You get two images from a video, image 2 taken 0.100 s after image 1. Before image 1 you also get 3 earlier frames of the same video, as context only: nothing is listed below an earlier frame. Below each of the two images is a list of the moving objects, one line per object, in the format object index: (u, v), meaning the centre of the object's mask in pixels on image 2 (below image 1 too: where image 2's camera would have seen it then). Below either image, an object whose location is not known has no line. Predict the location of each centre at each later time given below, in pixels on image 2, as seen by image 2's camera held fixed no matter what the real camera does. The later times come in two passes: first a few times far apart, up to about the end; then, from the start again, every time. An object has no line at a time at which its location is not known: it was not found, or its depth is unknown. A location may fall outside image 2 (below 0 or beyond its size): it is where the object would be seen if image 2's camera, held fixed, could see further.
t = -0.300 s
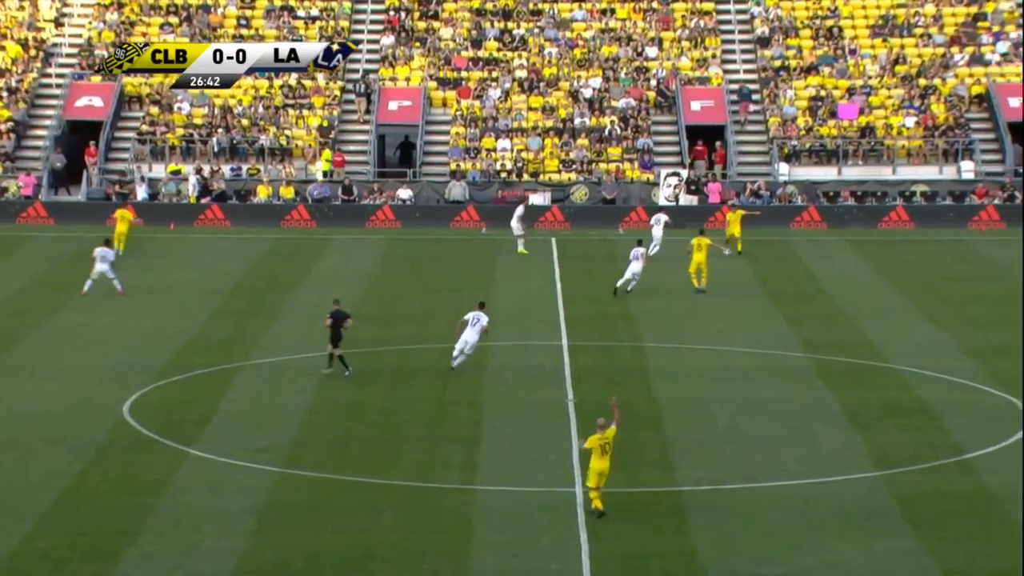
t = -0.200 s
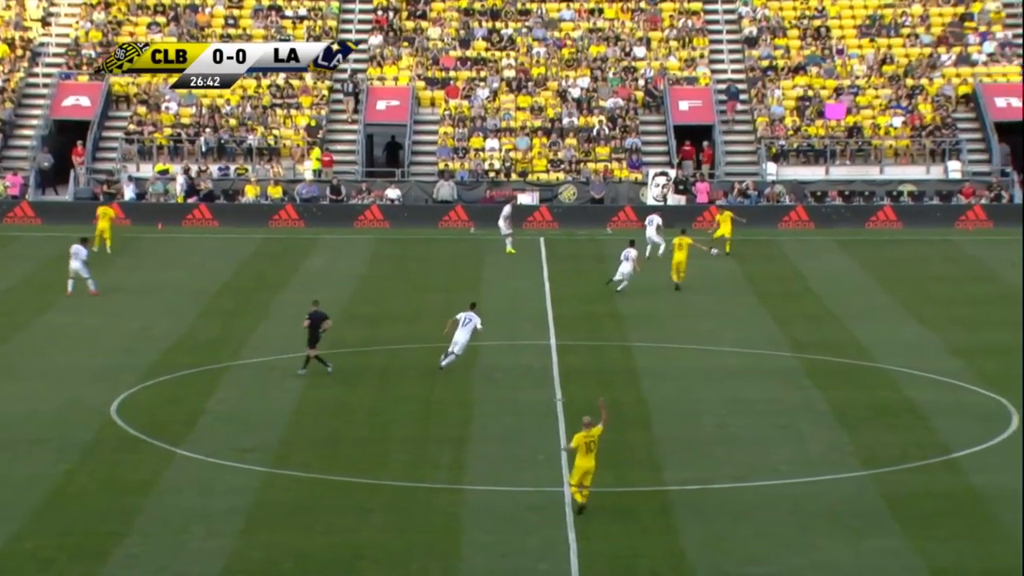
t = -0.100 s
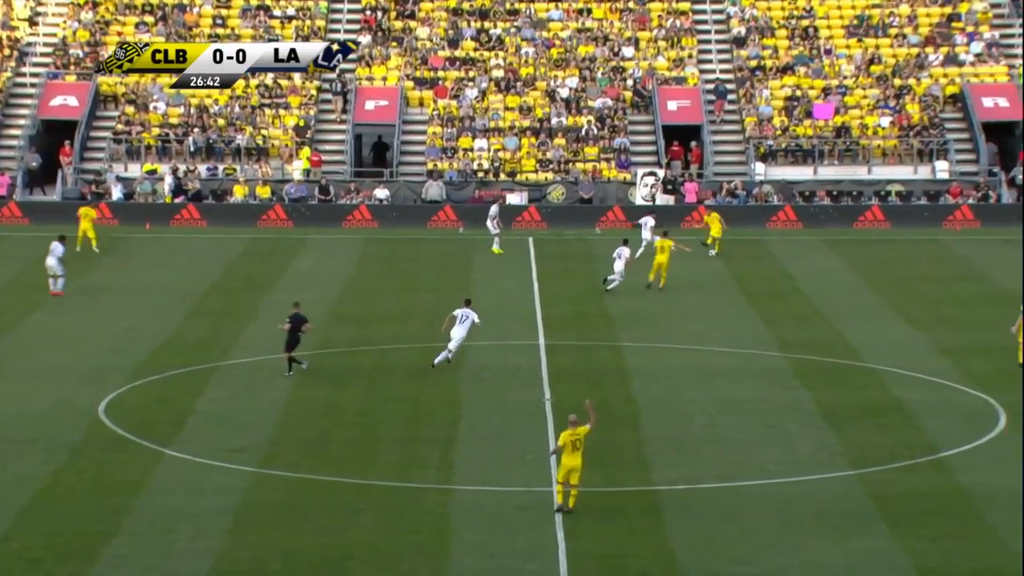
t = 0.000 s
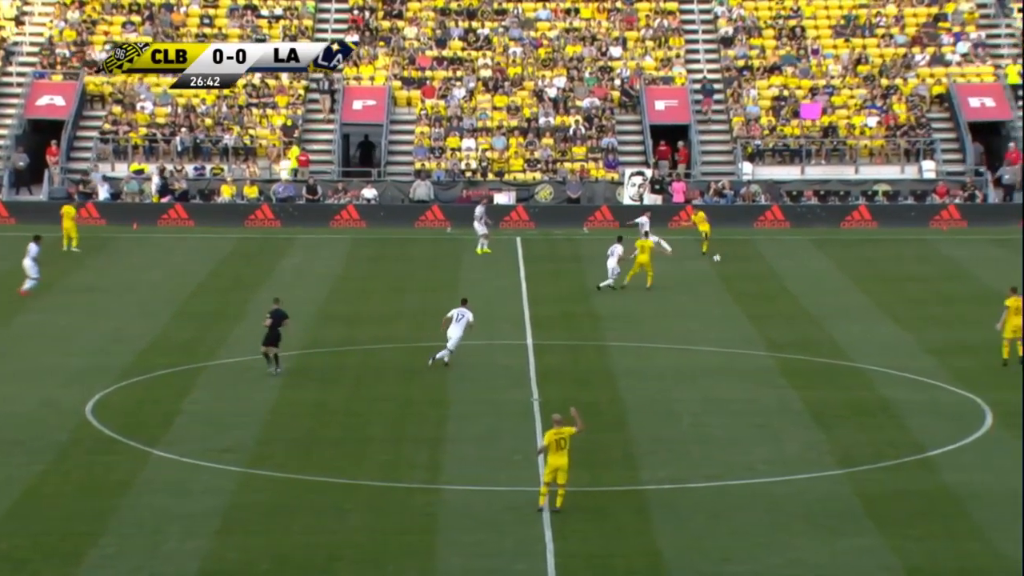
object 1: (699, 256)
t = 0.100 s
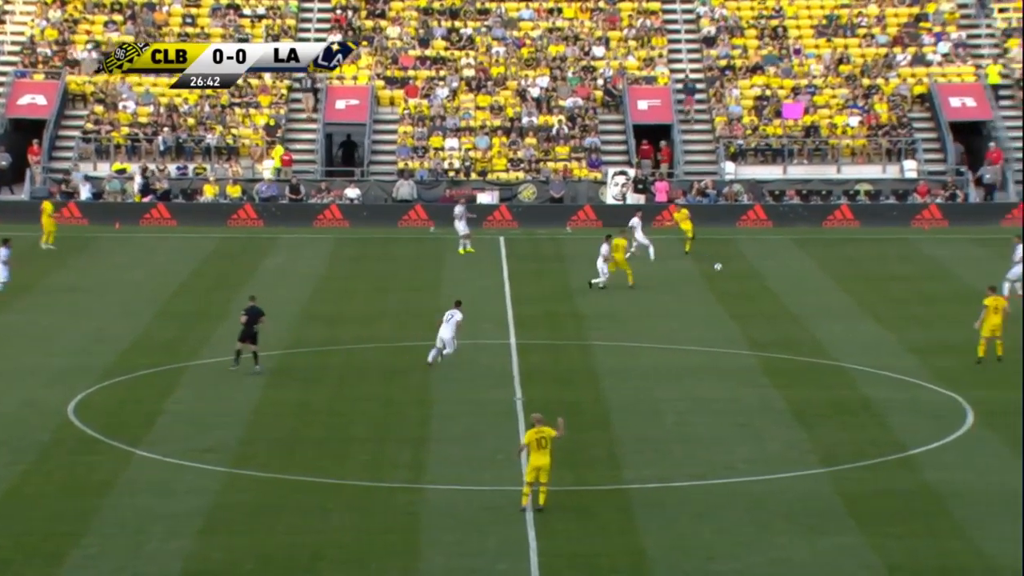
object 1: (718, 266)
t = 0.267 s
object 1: (750, 281)
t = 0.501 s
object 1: (795, 297)
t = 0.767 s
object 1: (849, 317)
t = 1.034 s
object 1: (901, 331)
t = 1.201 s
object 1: (933, 340)
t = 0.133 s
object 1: (724, 271)
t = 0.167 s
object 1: (730, 274)
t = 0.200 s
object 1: (737, 276)
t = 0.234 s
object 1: (743, 278)
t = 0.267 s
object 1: (750, 281)
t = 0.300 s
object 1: (756, 283)
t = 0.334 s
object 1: (763, 286)
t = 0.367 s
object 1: (769, 290)
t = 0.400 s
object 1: (776, 293)
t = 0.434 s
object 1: (782, 294)
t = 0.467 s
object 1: (789, 295)
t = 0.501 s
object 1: (795, 297)
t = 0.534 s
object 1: (802, 299)
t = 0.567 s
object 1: (808, 303)
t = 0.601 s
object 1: (815, 306)
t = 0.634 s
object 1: (822, 307)
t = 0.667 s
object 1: (829, 309)
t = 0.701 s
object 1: (835, 311)
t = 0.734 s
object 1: (842, 314)
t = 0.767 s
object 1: (849, 317)
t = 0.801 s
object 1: (855, 318)
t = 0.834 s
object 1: (862, 319)
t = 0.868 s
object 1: (869, 322)
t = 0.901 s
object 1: (875, 324)
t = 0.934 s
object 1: (882, 327)
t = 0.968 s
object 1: (888, 328)
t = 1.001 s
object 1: (895, 329)
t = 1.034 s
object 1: (901, 331)
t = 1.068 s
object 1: (908, 333)
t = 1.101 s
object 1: (914, 335)
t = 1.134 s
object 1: (920, 337)
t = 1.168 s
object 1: (927, 338)
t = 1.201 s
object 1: (933, 340)
